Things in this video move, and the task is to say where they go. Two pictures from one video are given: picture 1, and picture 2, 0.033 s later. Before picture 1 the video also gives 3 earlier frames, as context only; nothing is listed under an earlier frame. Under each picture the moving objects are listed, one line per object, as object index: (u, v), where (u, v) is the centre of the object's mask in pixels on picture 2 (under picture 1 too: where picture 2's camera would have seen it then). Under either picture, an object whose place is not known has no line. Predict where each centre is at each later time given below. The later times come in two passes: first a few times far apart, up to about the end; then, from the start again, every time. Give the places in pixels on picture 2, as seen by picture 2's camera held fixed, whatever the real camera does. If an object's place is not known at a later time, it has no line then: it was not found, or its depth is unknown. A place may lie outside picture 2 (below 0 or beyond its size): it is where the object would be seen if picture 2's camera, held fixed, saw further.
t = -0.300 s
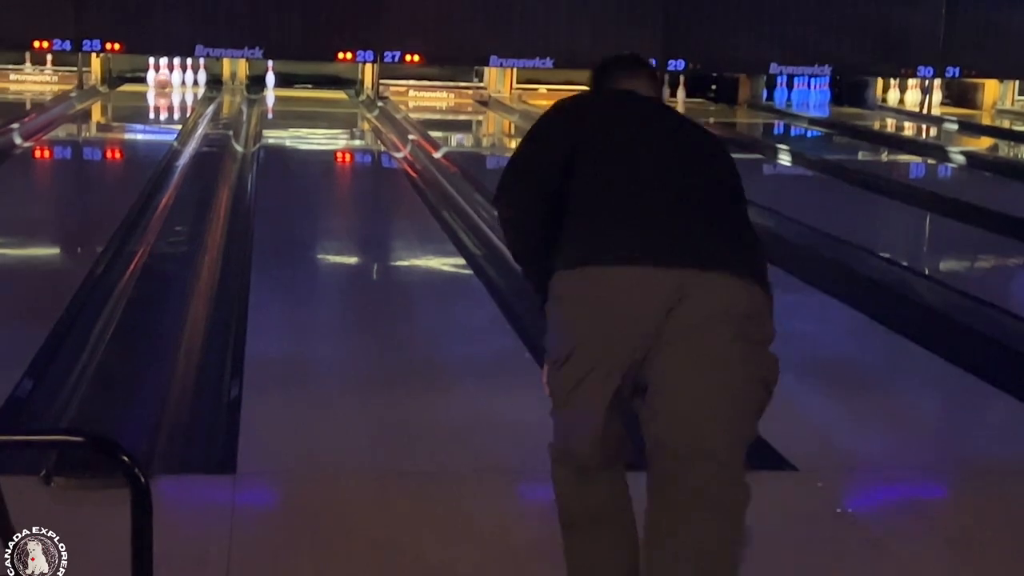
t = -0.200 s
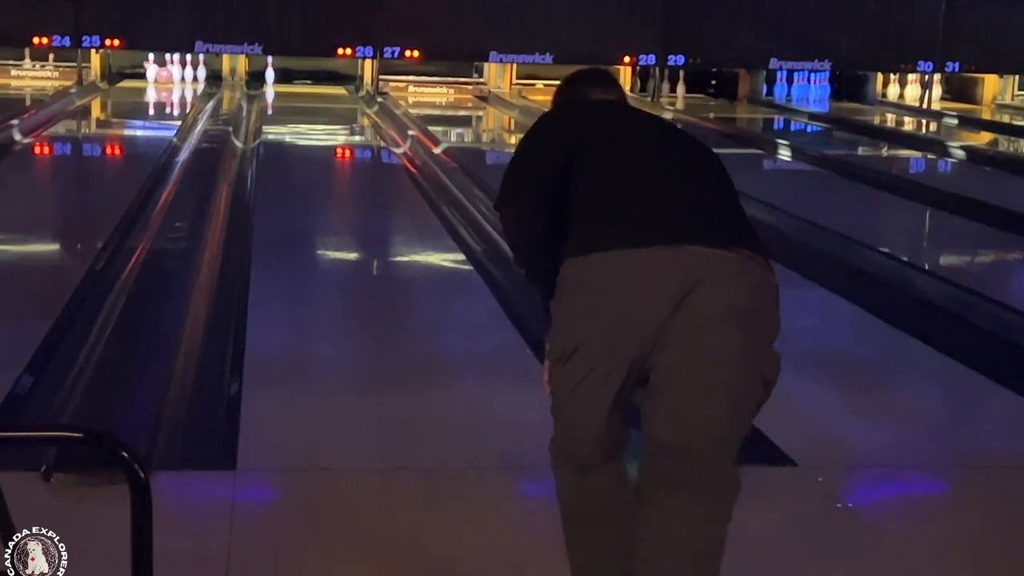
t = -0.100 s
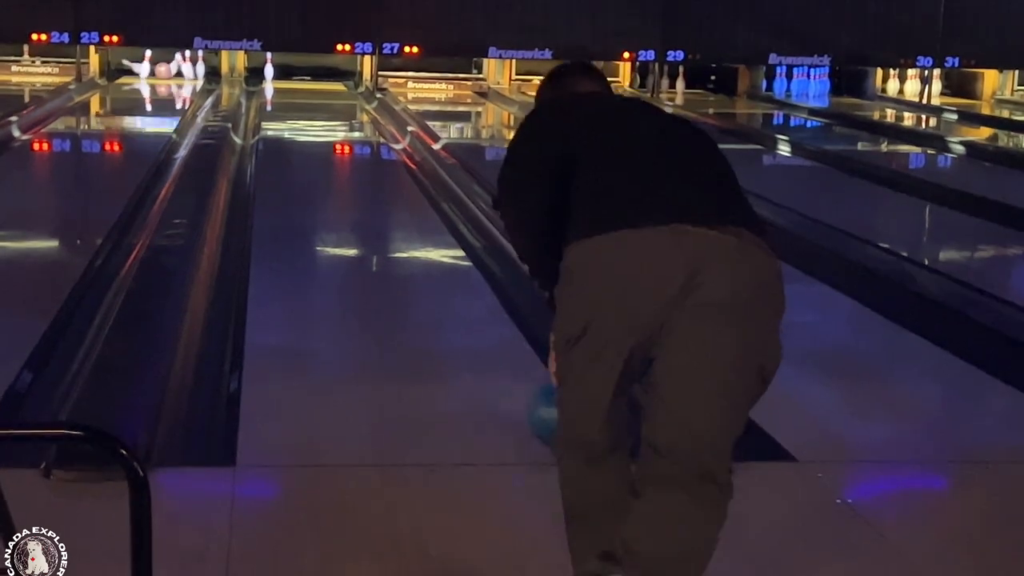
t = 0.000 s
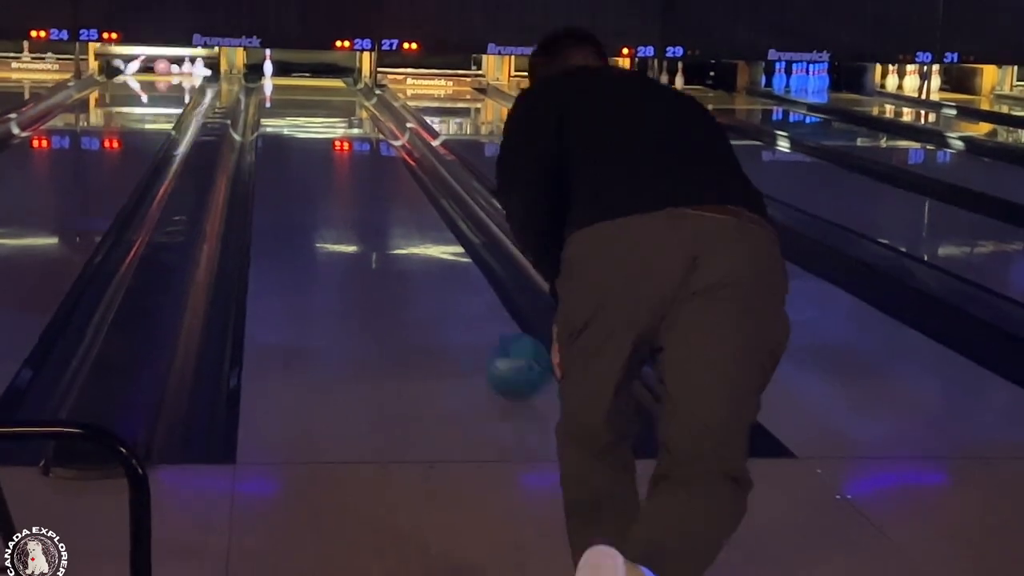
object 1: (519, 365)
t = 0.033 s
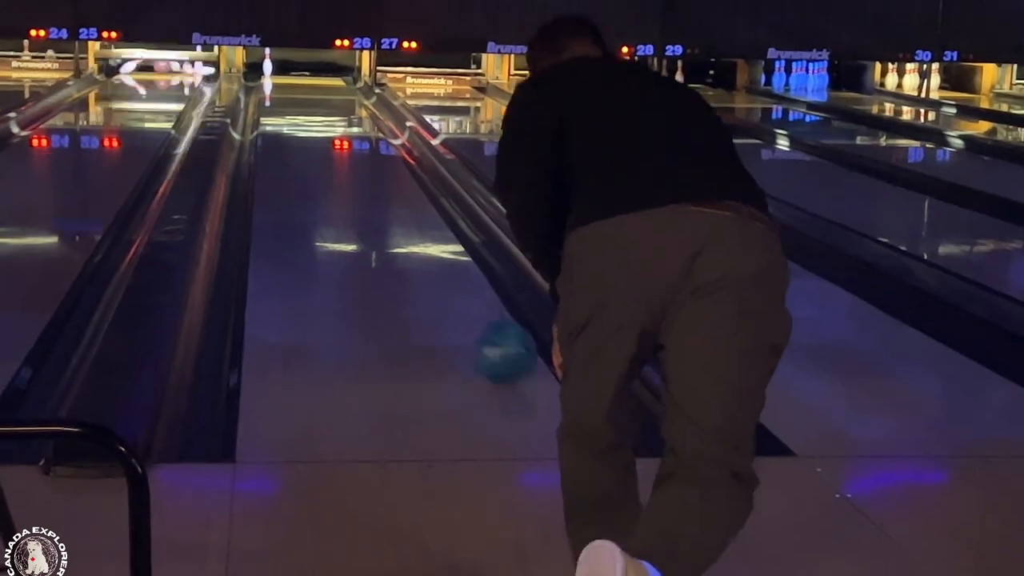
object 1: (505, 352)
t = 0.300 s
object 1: (423, 276)
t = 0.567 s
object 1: (367, 224)
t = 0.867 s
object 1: (325, 186)
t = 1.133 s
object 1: (298, 161)
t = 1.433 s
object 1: (272, 137)
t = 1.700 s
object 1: (254, 122)
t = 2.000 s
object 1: (245, 120)
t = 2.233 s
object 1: (245, 116)
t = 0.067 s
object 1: (492, 341)
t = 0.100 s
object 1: (481, 330)
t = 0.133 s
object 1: (469, 320)
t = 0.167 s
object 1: (458, 310)
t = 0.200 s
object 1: (449, 300)
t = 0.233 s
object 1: (440, 290)
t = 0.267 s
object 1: (431, 283)
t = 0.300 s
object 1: (423, 276)
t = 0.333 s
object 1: (415, 268)
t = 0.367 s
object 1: (407, 260)
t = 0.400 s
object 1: (399, 253)
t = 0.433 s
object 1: (393, 247)
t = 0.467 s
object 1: (386, 241)
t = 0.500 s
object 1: (379, 235)
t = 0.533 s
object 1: (374, 229)
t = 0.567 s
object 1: (367, 224)
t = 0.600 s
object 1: (363, 220)
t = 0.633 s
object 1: (357, 215)
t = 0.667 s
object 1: (351, 211)
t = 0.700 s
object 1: (347, 206)
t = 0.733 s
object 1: (342, 203)
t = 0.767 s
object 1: (339, 198)
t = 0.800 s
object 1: (333, 195)
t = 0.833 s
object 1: (330, 191)
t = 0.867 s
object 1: (325, 186)
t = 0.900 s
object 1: (322, 183)
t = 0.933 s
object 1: (319, 180)
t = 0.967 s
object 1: (315, 177)
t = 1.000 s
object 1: (312, 174)
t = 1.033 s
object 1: (308, 169)
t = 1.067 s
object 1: (304, 165)
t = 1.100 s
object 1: (301, 163)
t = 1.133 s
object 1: (298, 161)
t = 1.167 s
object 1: (296, 158)
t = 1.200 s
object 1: (292, 155)
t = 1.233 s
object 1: (288, 152)
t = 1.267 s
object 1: (285, 150)
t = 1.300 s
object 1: (282, 147)
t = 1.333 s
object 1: (279, 145)
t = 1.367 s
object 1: (277, 142)
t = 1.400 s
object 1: (274, 140)
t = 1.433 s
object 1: (272, 137)
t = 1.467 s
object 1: (269, 135)
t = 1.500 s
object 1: (267, 133)
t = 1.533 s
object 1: (264, 130)
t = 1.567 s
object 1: (262, 129)
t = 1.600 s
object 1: (260, 127)
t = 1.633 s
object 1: (258, 126)
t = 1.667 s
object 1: (256, 124)
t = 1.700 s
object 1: (254, 122)
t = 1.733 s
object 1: (251, 121)
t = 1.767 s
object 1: (248, 121)
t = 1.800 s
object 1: (246, 124)
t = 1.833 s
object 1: (244, 123)
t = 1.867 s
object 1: (244, 122)
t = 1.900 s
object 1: (245, 121)
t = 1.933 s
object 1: (245, 121)
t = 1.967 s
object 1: (245, 120)
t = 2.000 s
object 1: (245, 120)
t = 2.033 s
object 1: (245, 120)
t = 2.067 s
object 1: (245, 119)
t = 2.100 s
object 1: (244, 118)
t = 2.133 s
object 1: (244, 117)
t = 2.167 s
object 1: (245, 117)
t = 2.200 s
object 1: (245, 116)
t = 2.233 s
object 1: (245, 116)
